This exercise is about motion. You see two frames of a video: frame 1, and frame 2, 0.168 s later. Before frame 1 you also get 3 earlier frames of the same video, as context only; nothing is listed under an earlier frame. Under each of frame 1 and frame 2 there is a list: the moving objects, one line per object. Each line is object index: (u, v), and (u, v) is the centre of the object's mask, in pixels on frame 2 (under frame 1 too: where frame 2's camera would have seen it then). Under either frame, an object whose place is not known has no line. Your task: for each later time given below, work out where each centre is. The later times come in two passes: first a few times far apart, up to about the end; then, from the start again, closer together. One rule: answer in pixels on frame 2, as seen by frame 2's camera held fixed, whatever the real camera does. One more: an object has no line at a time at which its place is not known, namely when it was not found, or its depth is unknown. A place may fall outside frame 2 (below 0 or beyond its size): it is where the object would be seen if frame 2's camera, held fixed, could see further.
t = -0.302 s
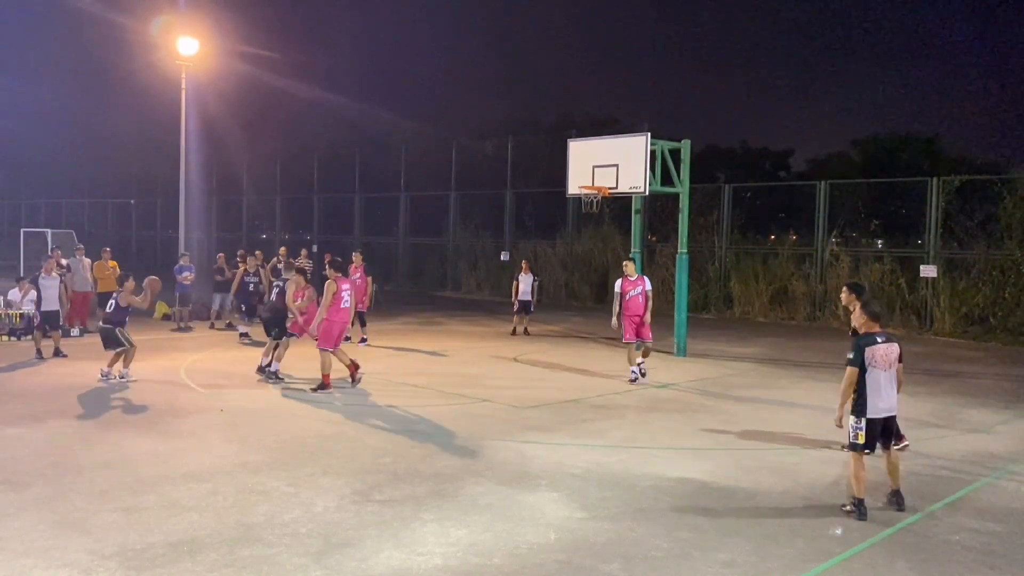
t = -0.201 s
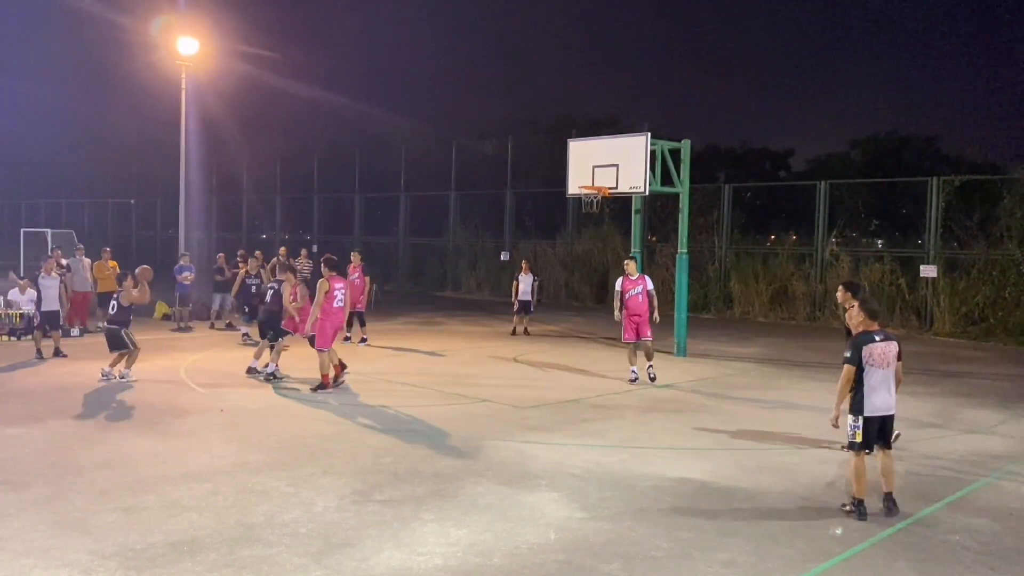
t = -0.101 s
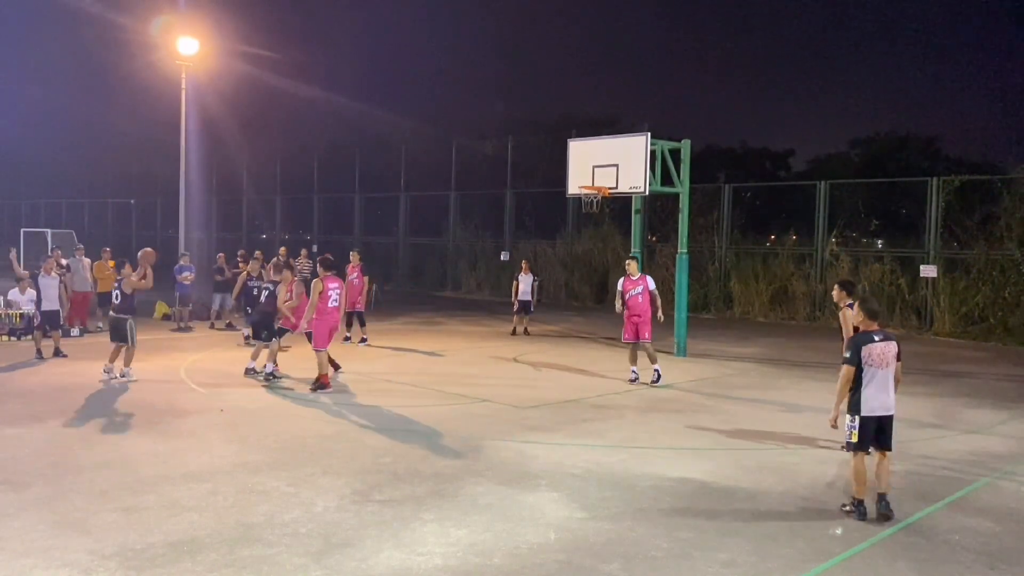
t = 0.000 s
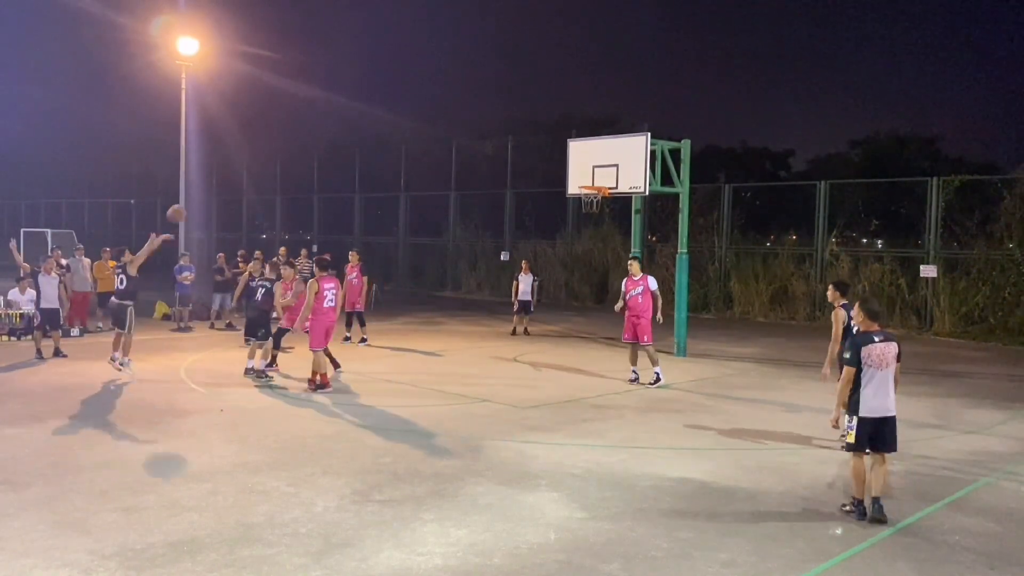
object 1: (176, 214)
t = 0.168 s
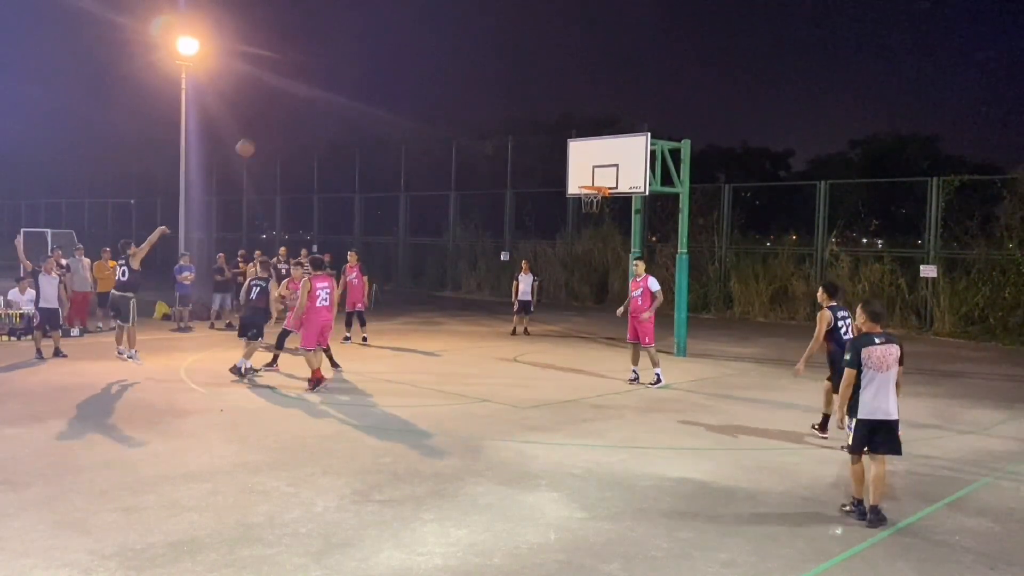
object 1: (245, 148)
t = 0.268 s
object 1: (283, 119)
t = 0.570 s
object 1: (391, 75)
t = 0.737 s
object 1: (445, 76)
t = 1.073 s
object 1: (541, 124)
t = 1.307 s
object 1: (597, 186)
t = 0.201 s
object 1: (258, 137)
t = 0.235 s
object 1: (271, 128)
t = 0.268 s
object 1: (283, 119)
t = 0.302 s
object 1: (297, 111)
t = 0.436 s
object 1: (345, 87)
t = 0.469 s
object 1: (357, 83)
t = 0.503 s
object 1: (369, 79)
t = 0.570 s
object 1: (391, 75)
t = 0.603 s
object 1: (402, 73)
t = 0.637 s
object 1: (413, 73)
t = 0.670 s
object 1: (424, 73)
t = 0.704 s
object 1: (435, 74)
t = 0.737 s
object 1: (445, 76)
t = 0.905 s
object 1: (495, 92)
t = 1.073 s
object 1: (541, 124)
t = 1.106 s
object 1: (550, 132)
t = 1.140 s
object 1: (558, 140)
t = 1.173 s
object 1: (566, 148)
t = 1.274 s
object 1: (592, 179)
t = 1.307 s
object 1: (597, 186)
